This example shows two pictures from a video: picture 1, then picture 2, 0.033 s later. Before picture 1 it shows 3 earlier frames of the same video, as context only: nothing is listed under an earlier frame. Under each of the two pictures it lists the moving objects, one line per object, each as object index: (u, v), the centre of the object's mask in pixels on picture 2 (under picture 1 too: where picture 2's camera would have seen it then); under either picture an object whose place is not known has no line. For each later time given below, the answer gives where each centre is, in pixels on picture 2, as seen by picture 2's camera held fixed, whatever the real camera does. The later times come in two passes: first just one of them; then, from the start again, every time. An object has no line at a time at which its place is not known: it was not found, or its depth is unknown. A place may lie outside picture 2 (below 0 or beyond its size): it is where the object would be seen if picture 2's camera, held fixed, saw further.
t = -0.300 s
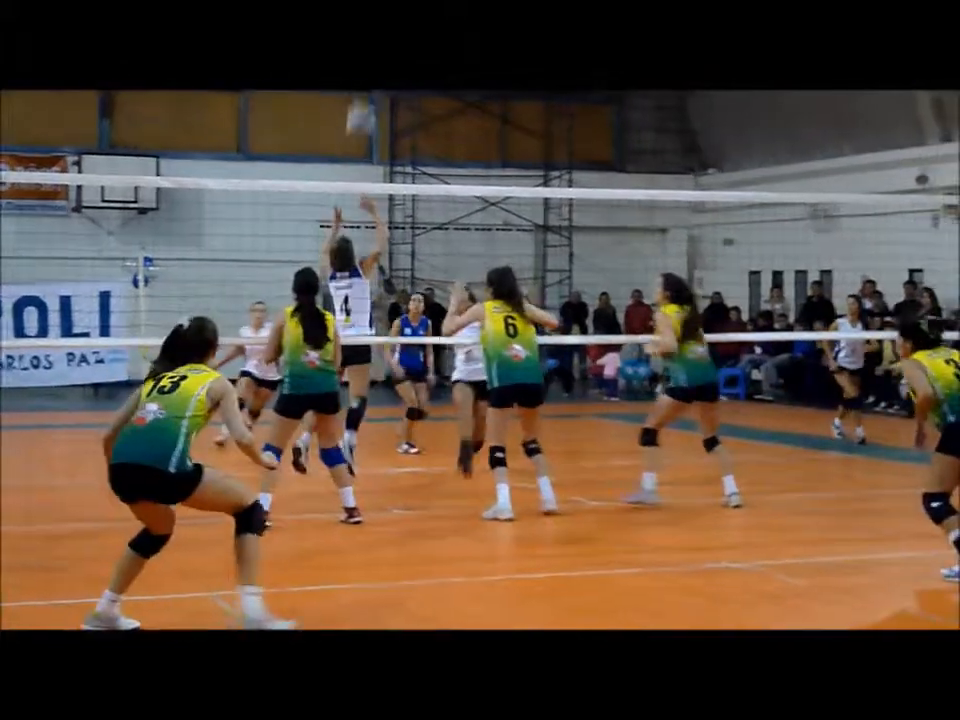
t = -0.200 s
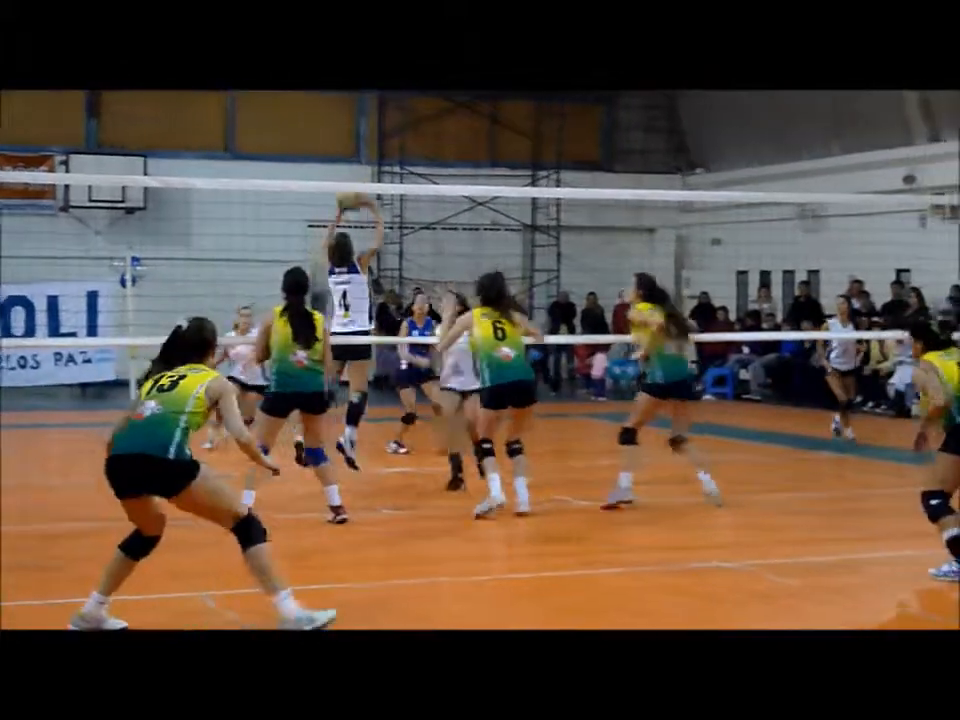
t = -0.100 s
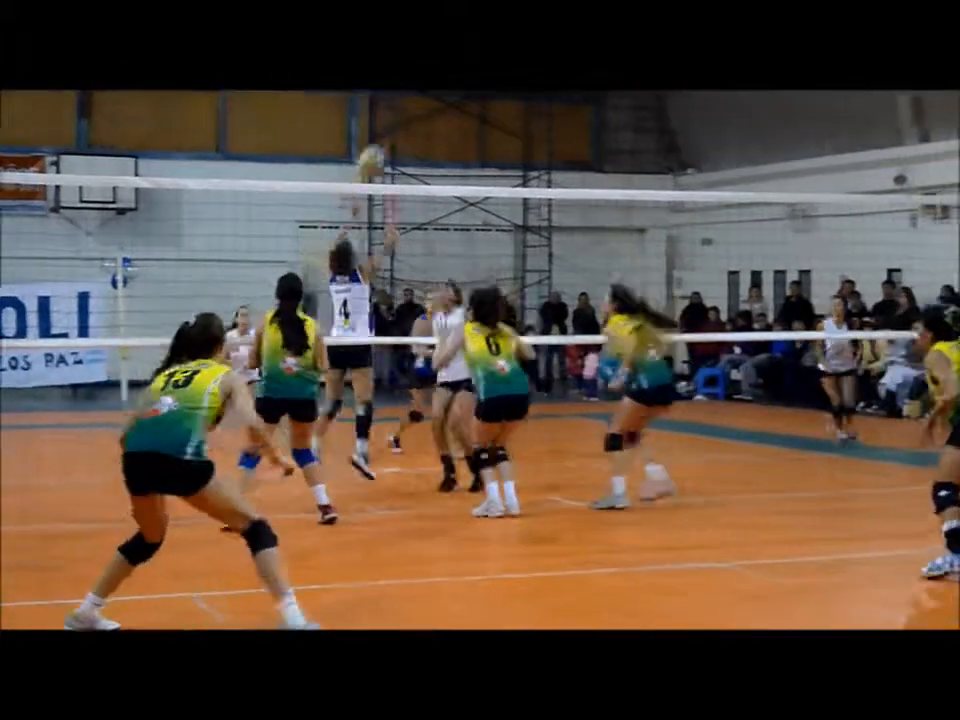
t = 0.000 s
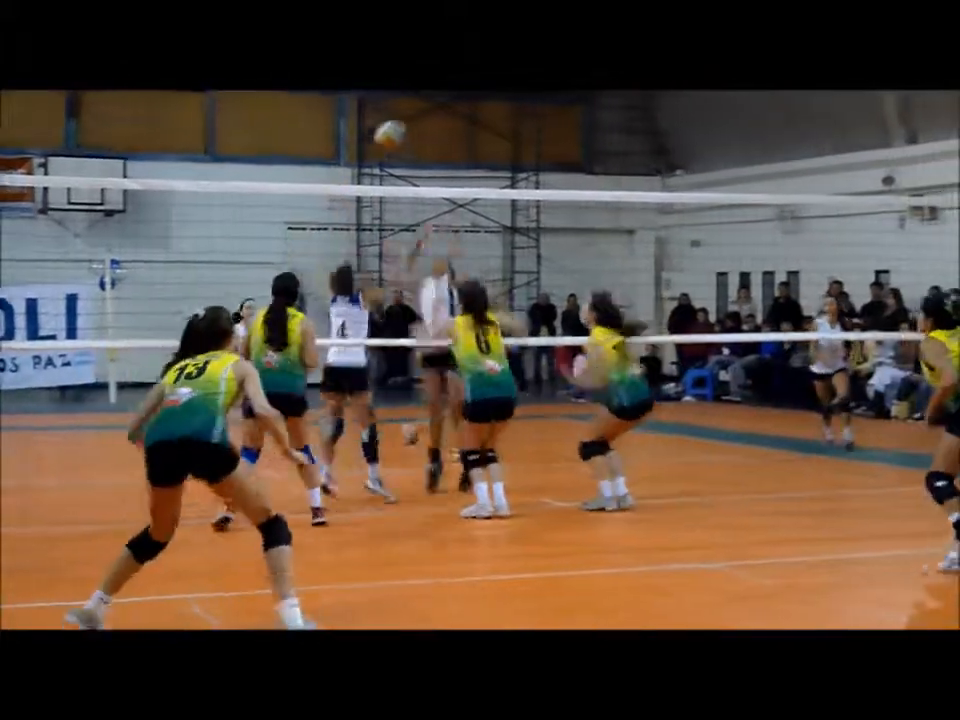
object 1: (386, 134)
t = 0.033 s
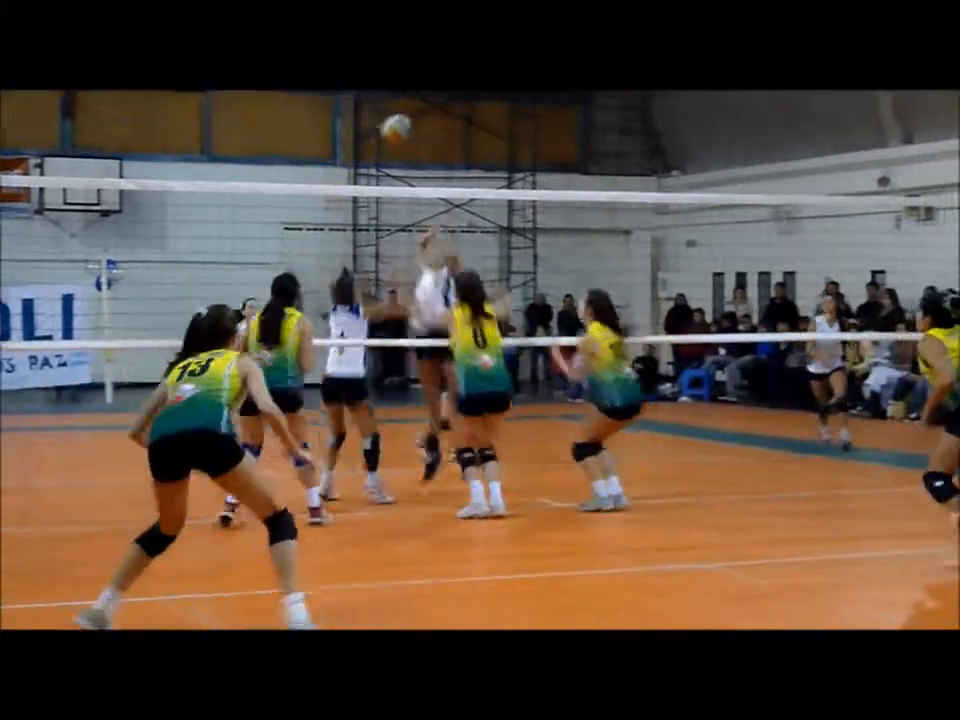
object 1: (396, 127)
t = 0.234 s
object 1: (452, 119)
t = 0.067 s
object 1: (405, 123)
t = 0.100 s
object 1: (413, 120)
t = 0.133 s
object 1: (423, 117)
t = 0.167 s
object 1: (433, 115)
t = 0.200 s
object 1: (442, 116)
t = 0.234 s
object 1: (452, 119)
